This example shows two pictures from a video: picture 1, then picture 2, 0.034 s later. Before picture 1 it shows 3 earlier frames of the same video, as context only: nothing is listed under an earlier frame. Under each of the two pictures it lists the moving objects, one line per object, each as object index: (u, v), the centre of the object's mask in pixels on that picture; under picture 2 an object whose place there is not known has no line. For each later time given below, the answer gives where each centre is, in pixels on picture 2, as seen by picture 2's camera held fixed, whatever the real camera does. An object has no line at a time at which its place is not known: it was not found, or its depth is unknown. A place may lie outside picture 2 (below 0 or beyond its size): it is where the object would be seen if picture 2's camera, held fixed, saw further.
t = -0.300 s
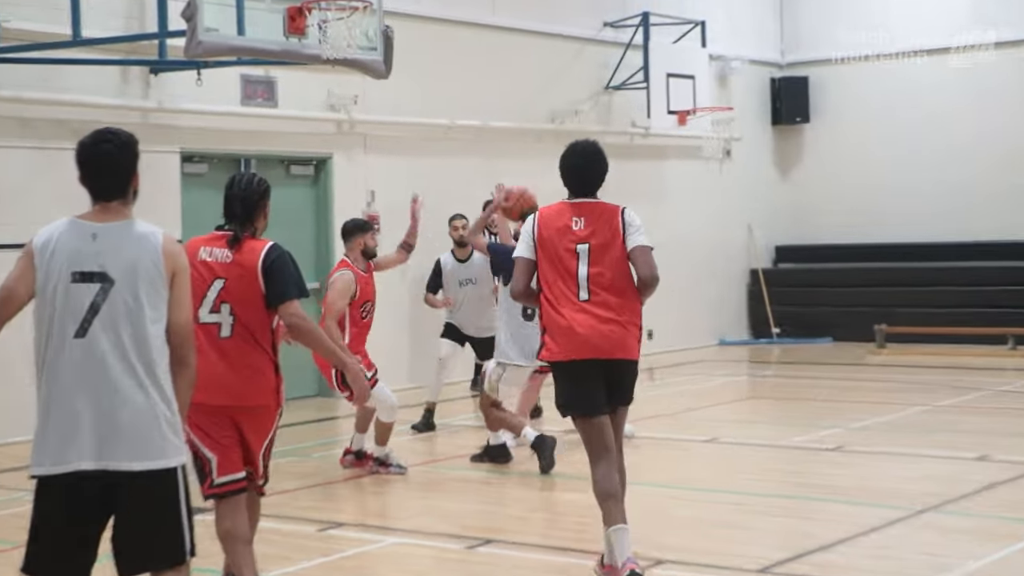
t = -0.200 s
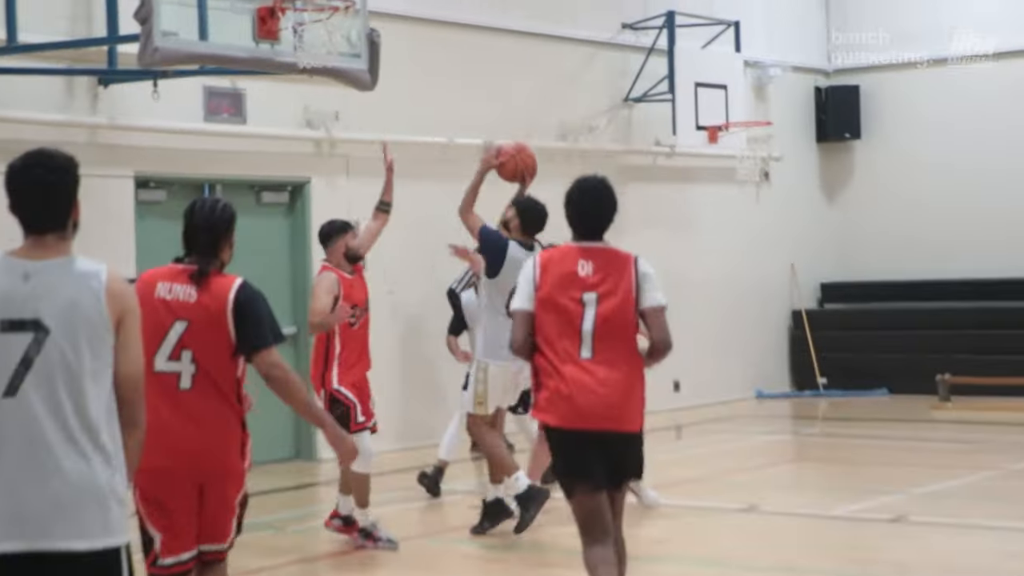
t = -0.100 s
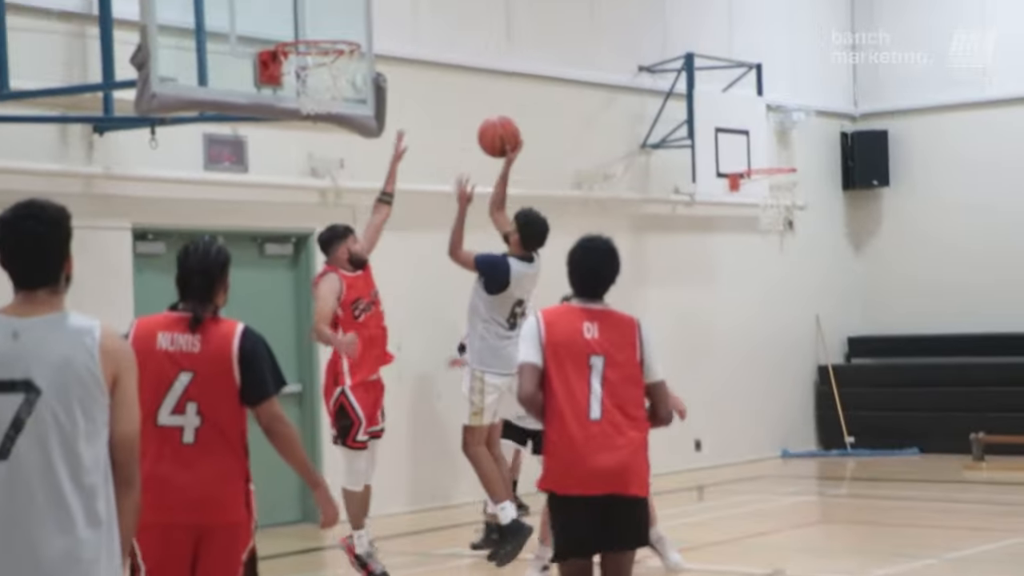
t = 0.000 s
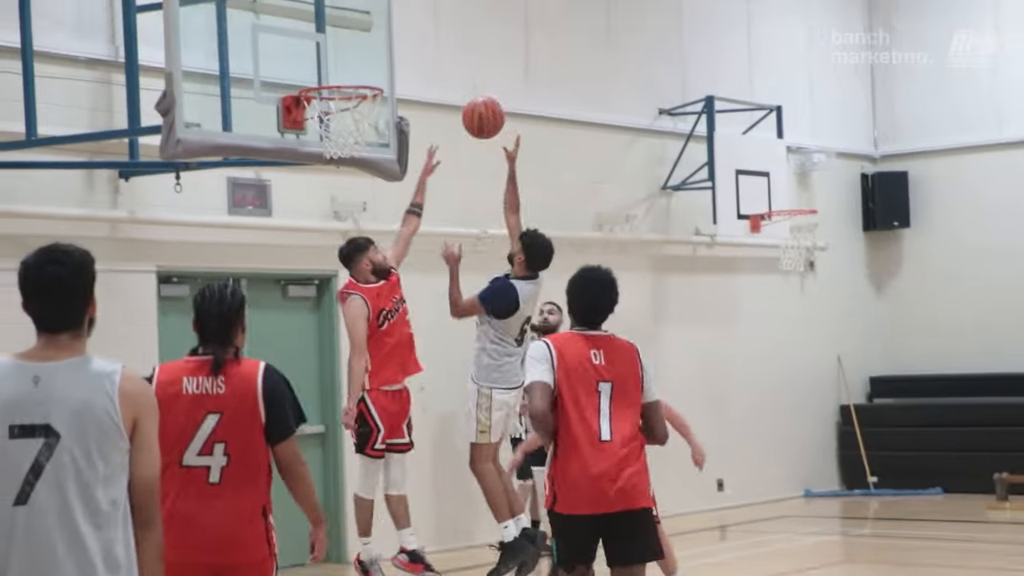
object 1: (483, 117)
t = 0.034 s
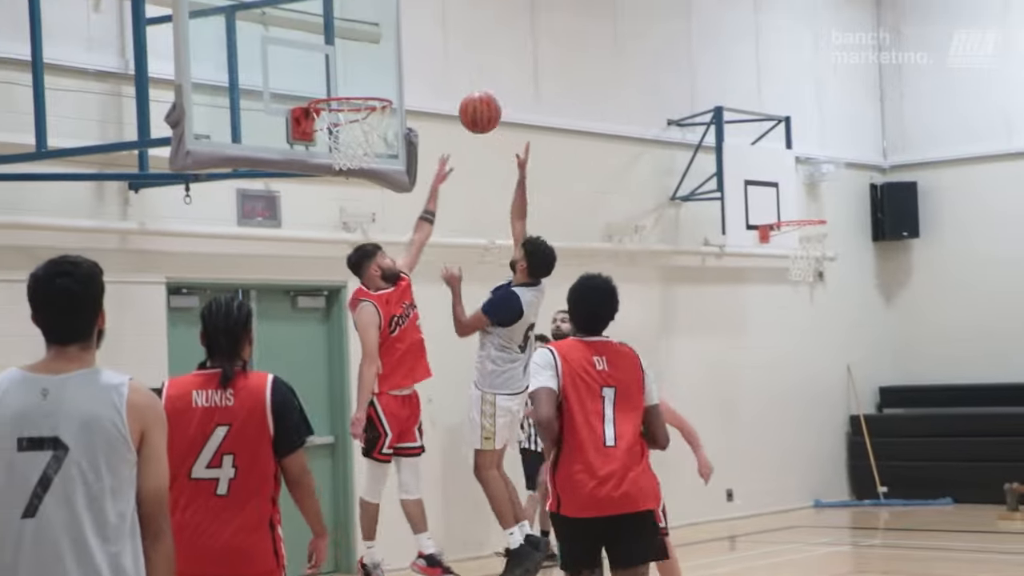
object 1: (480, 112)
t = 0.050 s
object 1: (474, 105)
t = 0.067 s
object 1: (467, 98)
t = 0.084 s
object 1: (462, 92)
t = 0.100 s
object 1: (456, 86)
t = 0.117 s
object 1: (450, 81)
